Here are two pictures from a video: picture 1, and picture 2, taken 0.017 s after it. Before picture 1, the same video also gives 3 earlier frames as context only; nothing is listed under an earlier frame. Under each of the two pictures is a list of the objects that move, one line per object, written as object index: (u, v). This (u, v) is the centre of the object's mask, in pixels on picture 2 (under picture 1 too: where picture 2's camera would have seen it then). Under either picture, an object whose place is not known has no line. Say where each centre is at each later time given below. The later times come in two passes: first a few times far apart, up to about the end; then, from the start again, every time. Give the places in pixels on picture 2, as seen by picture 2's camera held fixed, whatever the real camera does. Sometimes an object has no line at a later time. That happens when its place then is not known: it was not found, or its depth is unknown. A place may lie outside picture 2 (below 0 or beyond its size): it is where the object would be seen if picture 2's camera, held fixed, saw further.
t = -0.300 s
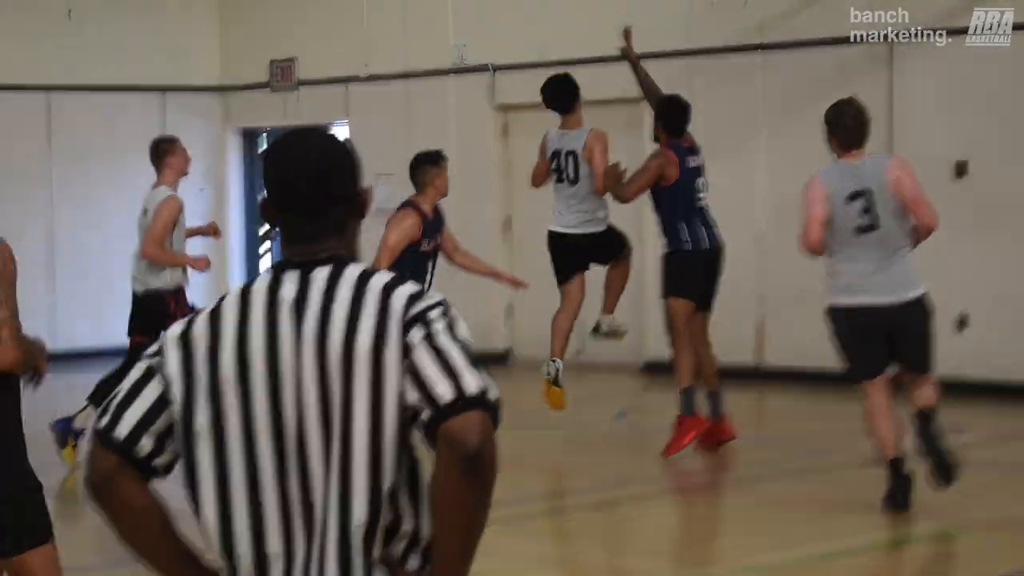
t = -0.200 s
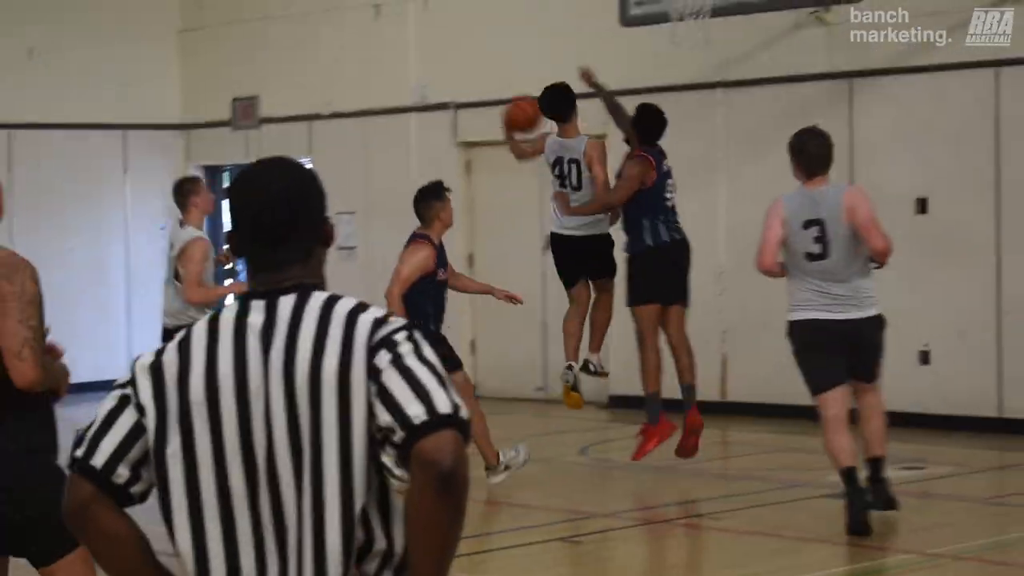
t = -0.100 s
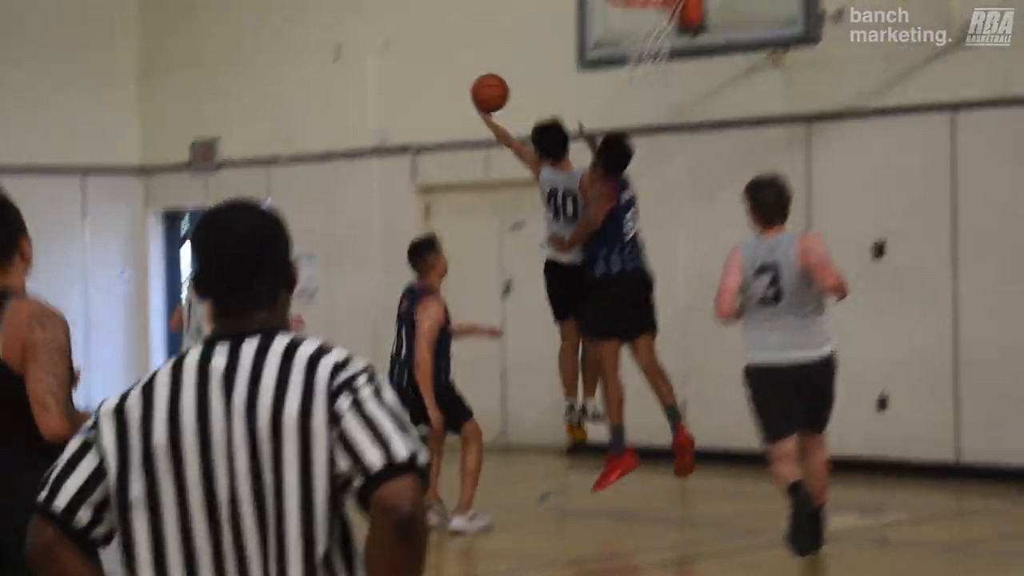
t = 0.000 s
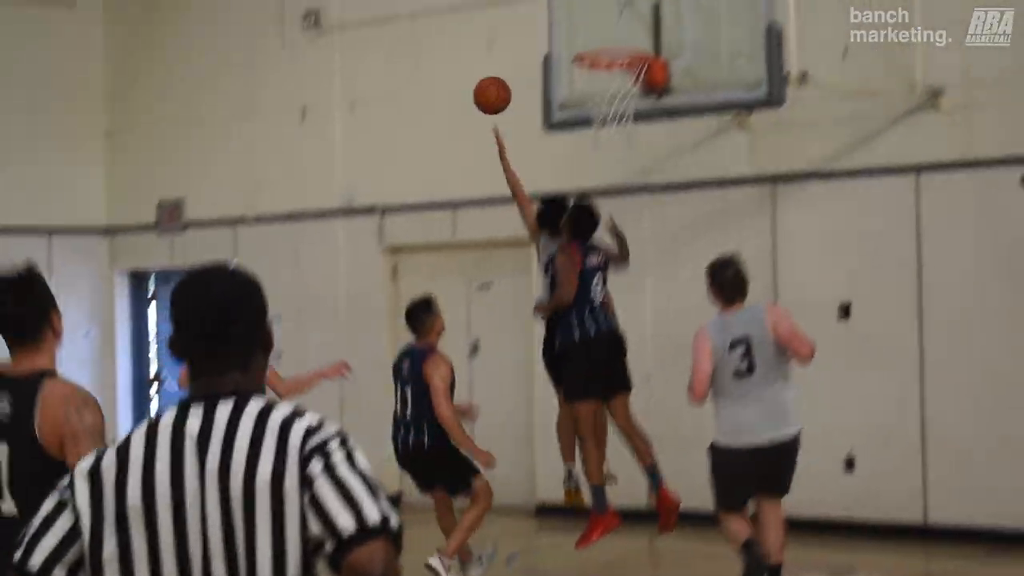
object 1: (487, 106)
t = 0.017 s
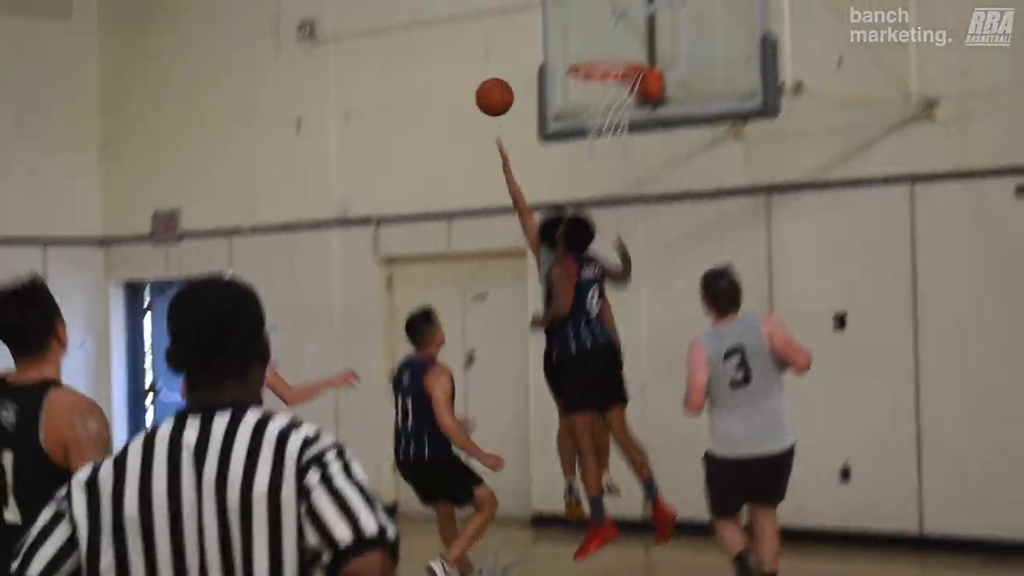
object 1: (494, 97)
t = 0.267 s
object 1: (581, 20)
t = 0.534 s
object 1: (582, 47)
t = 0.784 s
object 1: (612, 75)
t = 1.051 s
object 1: (586, 158)
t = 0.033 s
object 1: (501, 88)
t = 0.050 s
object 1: (508, 80)
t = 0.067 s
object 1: (514, 72)
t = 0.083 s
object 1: (521, 65)
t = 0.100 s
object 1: (528, 58)
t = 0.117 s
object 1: (535, 52)
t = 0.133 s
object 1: (542, 46)
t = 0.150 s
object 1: (550, 40)
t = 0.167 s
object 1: (556, 35)
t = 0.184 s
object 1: (564, 31)
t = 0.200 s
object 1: (571, 27)
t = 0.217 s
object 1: (579, 23)
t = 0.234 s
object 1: (582, 22)
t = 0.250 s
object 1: (581, 20)
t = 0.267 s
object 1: (581, 20)
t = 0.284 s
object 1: (580, 19)
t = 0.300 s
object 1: (580, 20)
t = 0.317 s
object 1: (579, 20)
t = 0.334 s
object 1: (579, 21)
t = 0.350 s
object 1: (578, 23)
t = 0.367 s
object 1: (578, 25)
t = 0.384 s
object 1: (577, 27)
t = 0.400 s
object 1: (577, 30)
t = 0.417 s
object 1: (576, 33)
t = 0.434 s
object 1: (576, 37)
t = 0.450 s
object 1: (576, 41)
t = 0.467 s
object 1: (575, 46)
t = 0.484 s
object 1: (574, 50)
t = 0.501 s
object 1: (576, 50)
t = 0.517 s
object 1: (579, 48)
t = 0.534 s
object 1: (582, 47)
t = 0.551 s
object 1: (585, 46)
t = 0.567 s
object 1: (587, 46)
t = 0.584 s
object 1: (590, 46)
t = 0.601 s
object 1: (593, 46)
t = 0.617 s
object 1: (595, 46)
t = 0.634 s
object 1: (598, 47)
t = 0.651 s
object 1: (601, 48)
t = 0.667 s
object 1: (603, 49)
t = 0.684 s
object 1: (606, 50)
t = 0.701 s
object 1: (609, 52)
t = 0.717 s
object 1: (612, 54)
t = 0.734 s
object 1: (615, 63)
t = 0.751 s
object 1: (614, 69)
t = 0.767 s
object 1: (613, 71)
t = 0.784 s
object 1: (612, 75)
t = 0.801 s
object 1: (610, 77)
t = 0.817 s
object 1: (609, 81)
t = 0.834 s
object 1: (607, 85)
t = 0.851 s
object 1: (604, 89)
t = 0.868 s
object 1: (603, 93)
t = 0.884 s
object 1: (601, 98)
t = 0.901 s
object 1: (599, 104)
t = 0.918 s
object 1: (598, 112)
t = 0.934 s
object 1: (597, 116)
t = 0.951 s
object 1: (595, 122)
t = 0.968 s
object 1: (593, 127)
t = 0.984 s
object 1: (592, 132)
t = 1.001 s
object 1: (591, 138)
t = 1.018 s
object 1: (590, 143)
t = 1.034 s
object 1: (589, 147)
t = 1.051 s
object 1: (586, 158)
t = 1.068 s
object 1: (586, 162)
